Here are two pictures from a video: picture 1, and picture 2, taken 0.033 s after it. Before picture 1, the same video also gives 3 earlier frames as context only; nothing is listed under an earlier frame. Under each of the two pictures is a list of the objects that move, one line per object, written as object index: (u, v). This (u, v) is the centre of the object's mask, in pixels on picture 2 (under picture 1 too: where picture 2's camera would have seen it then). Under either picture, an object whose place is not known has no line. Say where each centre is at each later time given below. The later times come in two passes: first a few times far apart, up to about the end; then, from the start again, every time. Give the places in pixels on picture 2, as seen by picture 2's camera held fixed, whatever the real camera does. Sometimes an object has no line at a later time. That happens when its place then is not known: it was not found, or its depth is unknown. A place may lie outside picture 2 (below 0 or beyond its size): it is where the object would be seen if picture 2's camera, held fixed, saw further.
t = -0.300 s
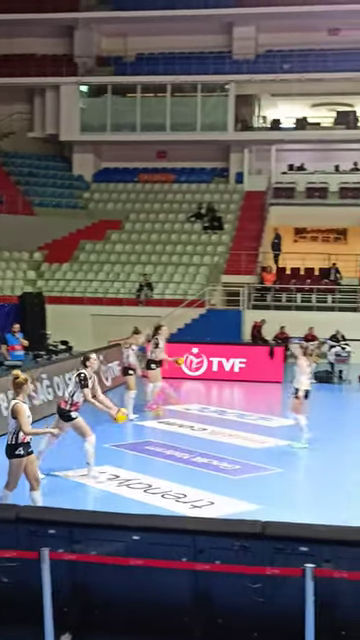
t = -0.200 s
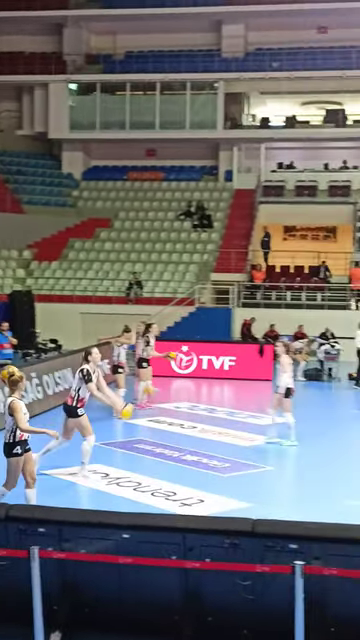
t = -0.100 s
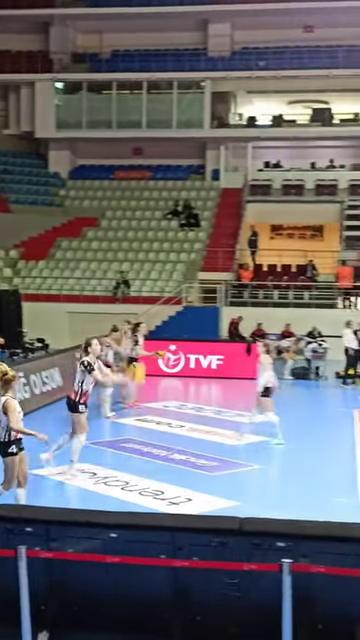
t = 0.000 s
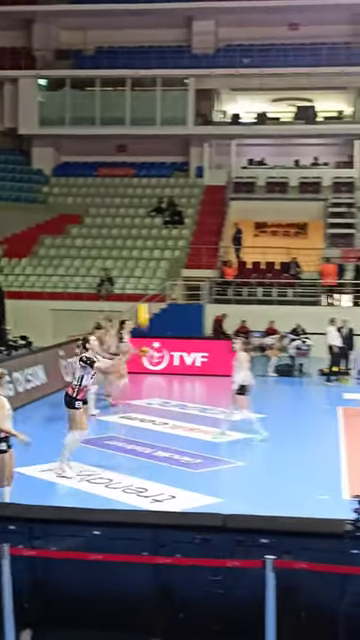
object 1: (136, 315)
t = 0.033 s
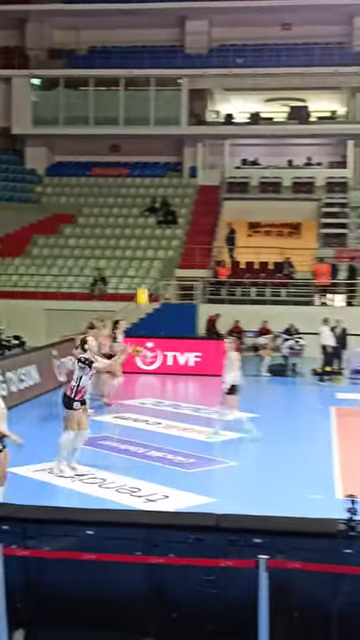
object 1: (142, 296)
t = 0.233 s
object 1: (177, 213)
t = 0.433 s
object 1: (210, 160)
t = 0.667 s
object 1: (248, 133)
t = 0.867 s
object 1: (280, 143)
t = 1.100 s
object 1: (314, 189)
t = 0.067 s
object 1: (149, 280)
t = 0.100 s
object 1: (154, 264)
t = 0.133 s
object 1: (160, 250)
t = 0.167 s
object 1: (165, 237)
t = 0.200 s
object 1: (171, 225)
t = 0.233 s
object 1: (177, 213)
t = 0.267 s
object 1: (183, 201)
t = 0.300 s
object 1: (188, 191)
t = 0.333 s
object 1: (194, 182)
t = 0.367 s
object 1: (199, 174)
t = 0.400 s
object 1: (205, 166)
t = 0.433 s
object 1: (210, 160)
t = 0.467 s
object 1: (215, 151)
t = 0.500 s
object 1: (221, 148)
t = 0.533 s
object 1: (226, 141)
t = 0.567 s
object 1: (232, 140)
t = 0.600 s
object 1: (237, 137)
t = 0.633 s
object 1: (243, 135)
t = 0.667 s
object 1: (248, 133)
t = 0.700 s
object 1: (253, 133)
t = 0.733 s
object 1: (258, 133)
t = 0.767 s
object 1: (264, 134)
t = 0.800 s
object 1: (269, 137)
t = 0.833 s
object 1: (274, 139)
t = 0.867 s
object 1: (280, 143)
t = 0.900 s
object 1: (285, 147)
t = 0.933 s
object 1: (289, 152)
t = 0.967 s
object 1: (295, 158)
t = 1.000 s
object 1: (299, 163)
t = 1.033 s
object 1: (305, 172)
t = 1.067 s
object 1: (310, 180)
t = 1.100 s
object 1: (314, 189)
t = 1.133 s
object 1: (319, 199)
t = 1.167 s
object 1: (325, 209)
